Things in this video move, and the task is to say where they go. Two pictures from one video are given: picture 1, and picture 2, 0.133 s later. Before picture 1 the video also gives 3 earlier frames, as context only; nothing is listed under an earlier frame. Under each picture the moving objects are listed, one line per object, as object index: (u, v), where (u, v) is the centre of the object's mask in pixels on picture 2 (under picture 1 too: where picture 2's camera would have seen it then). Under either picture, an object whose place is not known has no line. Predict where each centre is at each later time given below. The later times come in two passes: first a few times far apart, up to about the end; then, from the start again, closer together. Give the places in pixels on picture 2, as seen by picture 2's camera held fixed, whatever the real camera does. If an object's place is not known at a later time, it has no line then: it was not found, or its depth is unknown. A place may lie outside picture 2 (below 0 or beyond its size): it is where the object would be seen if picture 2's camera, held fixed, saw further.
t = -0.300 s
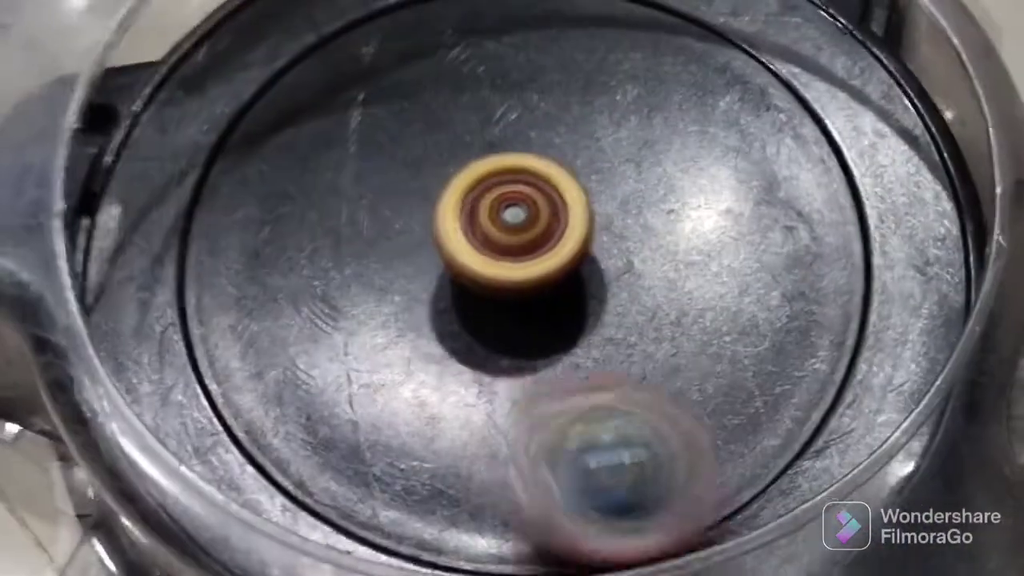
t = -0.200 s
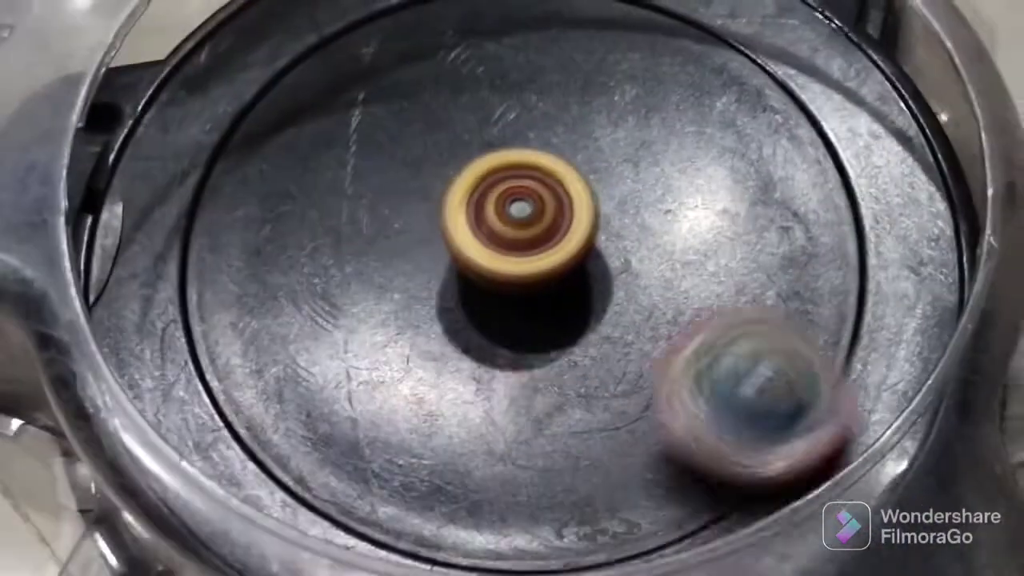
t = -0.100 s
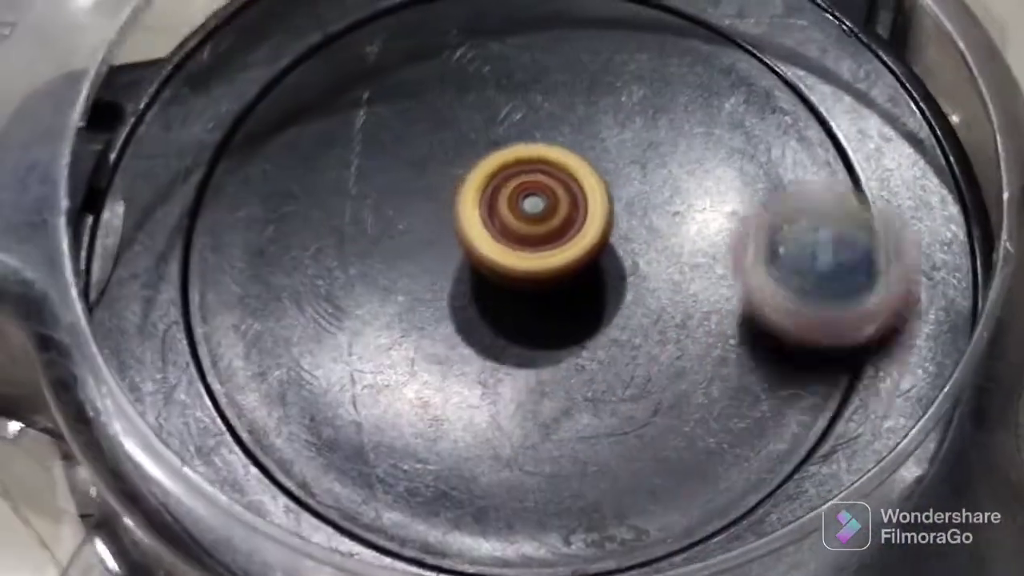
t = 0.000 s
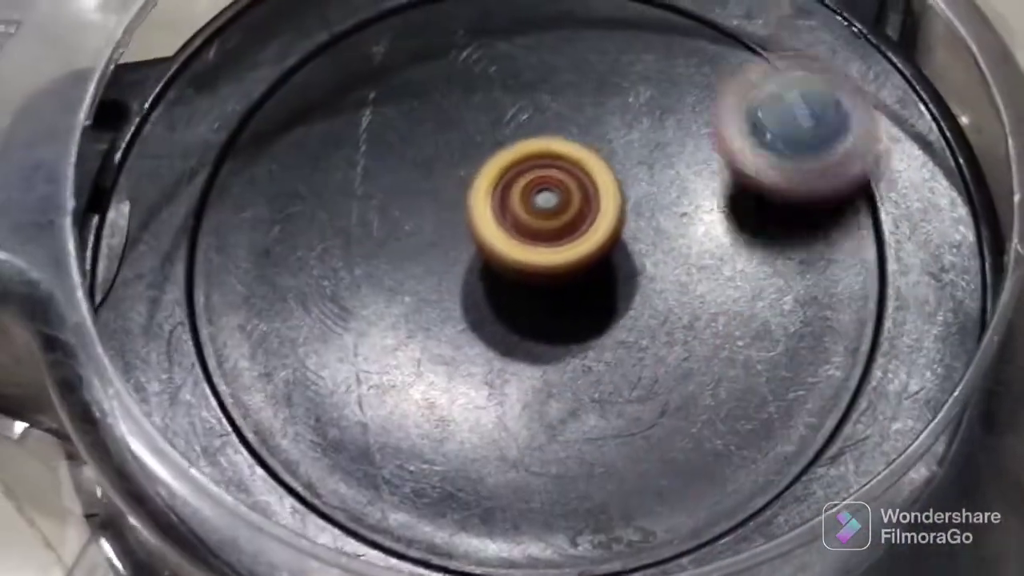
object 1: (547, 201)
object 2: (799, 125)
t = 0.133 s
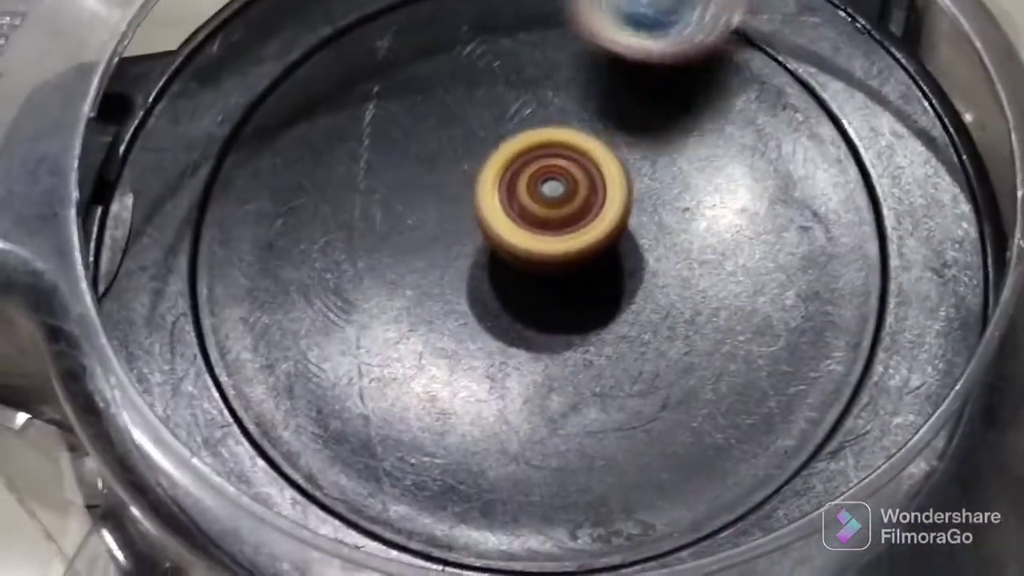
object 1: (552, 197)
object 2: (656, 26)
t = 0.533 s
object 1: (556, 205)
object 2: (319, 342)
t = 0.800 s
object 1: (559, 221)
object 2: (740, 421)
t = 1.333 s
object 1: (550, 229)
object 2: (408, 77)
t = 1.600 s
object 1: (531, 230)
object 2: (392, 378)
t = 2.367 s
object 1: (531, 231)
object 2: (384, 130)
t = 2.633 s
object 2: (371, 358)
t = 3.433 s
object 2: (738, 157)
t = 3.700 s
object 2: (532, 199)
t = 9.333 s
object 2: (462, 93)
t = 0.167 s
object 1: (554, 196)
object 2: (605, 21)
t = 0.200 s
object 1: (554, 197)
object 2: (552, 19)
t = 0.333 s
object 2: (371, 60)
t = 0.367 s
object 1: (556, 202)
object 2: (337, 95)
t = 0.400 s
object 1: (555, 202)
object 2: (310, 137)
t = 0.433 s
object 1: (556, 204)
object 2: (293, 188)
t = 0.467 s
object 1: (556, 204)
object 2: (289, 237)
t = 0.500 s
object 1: (556, 206)
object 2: (296, 287)
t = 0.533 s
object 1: (556, 205)
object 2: (319, 342)
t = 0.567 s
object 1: (555, 206)
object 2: (357, 385)
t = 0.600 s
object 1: (555, 206)
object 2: (411, 429)
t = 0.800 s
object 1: (559, 221)
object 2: (740, 421)
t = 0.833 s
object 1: (561, 223)
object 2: (773, 387)
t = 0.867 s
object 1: (562, 225)
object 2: (799, 351)
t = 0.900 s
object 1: (564, 227)
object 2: (812, 309)
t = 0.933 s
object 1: (564, 229)
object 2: (819, 264)
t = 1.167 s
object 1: (560, 229)
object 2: (618, 44)
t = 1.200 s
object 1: (558, 229)
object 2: (573, 42)
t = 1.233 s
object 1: (556, 229)
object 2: (530, 43)
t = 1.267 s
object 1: (553, 229)
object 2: (486, 49)
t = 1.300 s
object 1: (552, 229)
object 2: (446, 59)
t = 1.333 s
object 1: (550, 229)
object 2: (408, 77)
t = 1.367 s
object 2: (375, 106)
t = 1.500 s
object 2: (319, 262)
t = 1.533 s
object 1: (535, 230)
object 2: (332, 306)
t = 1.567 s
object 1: (532, 230)
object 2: (357, 345)
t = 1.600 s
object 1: (531, 230)
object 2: (392, 378)
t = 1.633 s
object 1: (531, 230)
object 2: (445, 408)
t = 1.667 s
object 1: (532, 231)
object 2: (495, 428)
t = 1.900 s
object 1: (541, 242)
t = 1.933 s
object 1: (540, 243)
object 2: (751, 280)
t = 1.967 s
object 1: (540, 243)
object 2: (746, 240)
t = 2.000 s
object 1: (540, 242)
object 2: (736, 201)
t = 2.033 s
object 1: (538, 242)
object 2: (719, 165)
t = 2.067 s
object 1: (536, 240)
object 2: (693, 136)
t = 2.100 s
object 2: (663, 110)
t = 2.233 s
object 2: (517, 77)
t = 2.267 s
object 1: (525, 226)
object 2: (482, 84)
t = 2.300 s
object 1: (525, 225)
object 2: (447, 97)
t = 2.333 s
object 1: (524, 225)
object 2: (415, 116)
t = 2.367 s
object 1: (531, 231)
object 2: (384, 130)
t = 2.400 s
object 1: (544, 241)
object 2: (355, 148)
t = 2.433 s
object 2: (332, 172)
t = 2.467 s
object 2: (315, 201)
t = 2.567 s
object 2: (320, 299)
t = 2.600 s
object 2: (342, 330)
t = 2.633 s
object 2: (371, 358)
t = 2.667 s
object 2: (407, 377)
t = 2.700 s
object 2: (454, 391)
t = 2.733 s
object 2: (498, 394)
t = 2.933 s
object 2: (676, 313)
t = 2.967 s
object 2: (687, 285)
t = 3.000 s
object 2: (694, 255)
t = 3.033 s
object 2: (728, 251)
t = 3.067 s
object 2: (800, 270)
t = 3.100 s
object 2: (846, 281)
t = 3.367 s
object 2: (772, 194)
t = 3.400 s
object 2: (755, 174)
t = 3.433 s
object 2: (738, 157)
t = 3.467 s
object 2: (715, 145)
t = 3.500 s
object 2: (689, 139)
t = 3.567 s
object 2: (628, 145)
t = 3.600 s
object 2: (600, 154)
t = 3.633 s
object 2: (574, 165)
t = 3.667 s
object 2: (550, 180)
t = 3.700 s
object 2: (532, 199)
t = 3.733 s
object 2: (513, 223)
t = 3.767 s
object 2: (500, 244)
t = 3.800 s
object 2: (490, 268)
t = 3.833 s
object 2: (485, 292)
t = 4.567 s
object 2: (677, 218)
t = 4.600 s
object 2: (660, 204)
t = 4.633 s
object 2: (640, 193)
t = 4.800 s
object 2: (581, 213)
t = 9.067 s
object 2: (441, 76)
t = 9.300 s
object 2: (453, 85)
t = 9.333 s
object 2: (462, 93)
